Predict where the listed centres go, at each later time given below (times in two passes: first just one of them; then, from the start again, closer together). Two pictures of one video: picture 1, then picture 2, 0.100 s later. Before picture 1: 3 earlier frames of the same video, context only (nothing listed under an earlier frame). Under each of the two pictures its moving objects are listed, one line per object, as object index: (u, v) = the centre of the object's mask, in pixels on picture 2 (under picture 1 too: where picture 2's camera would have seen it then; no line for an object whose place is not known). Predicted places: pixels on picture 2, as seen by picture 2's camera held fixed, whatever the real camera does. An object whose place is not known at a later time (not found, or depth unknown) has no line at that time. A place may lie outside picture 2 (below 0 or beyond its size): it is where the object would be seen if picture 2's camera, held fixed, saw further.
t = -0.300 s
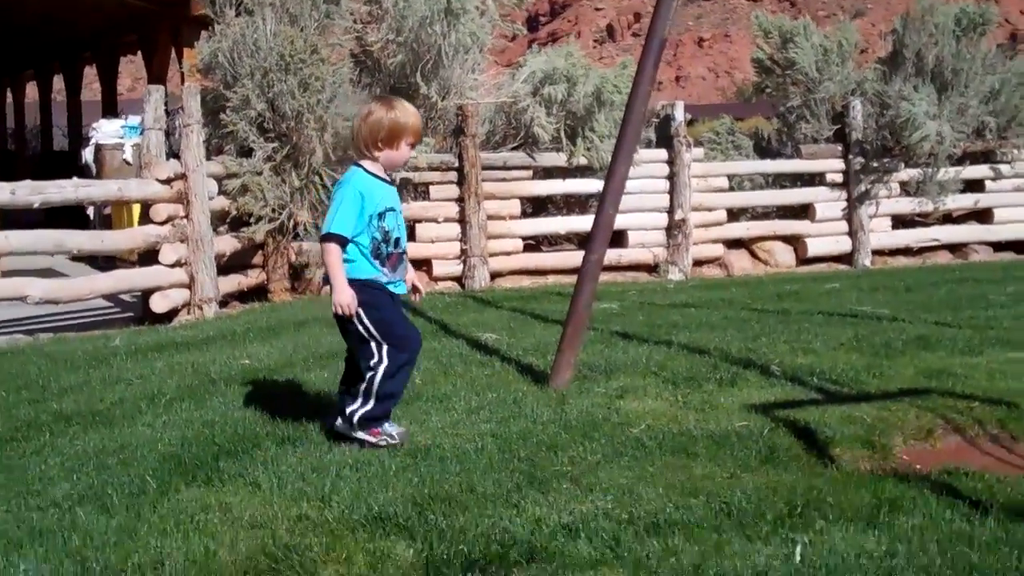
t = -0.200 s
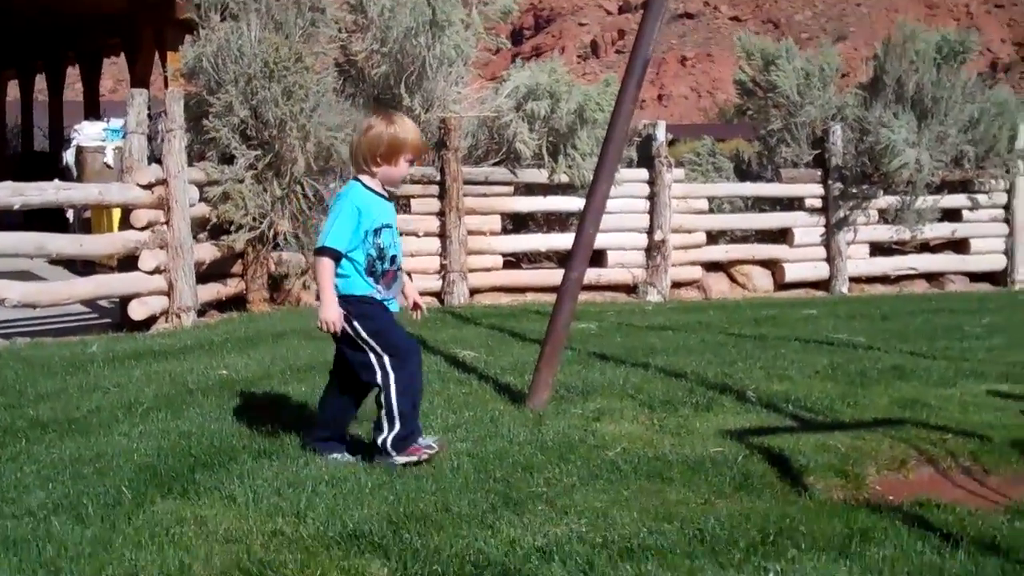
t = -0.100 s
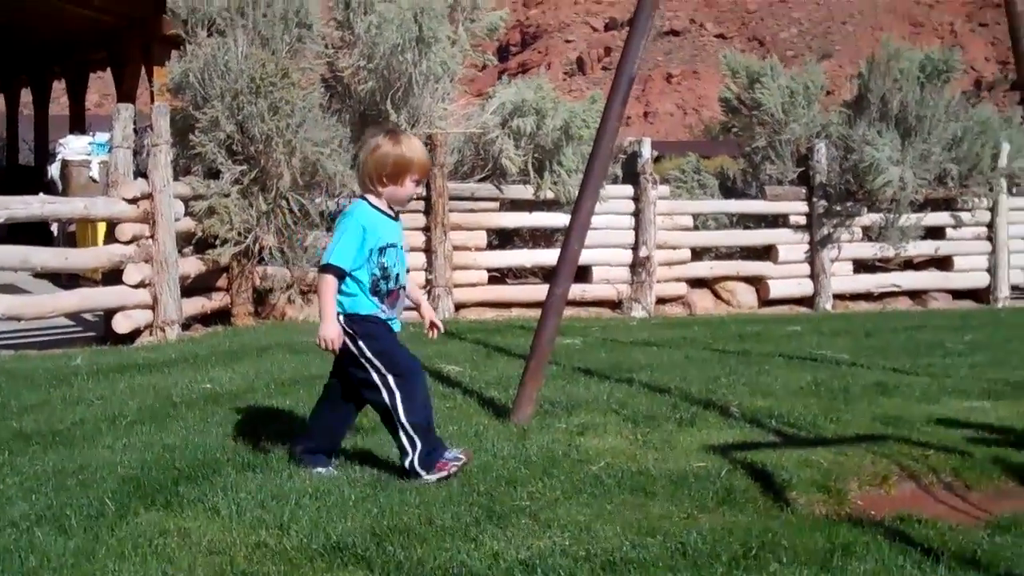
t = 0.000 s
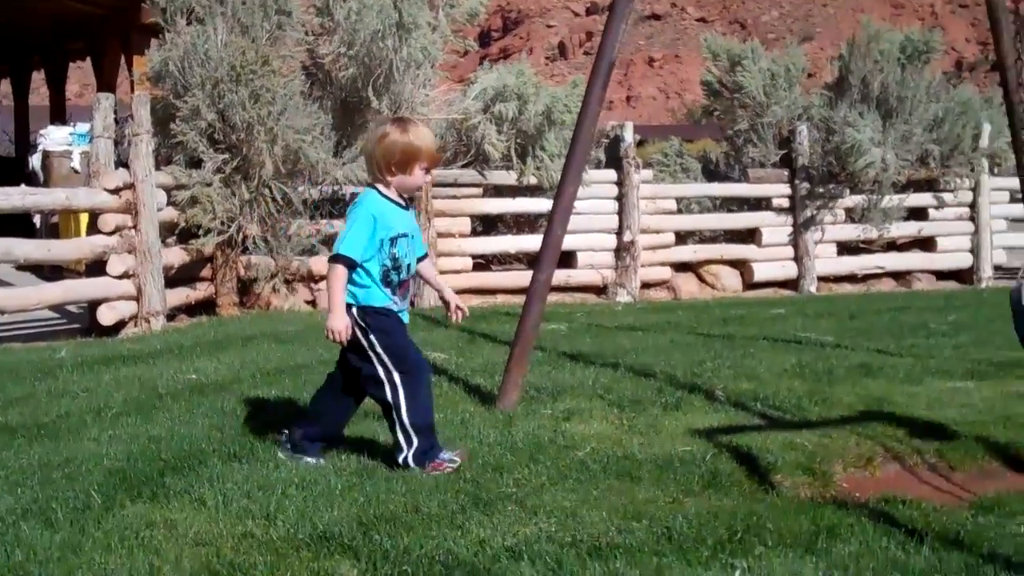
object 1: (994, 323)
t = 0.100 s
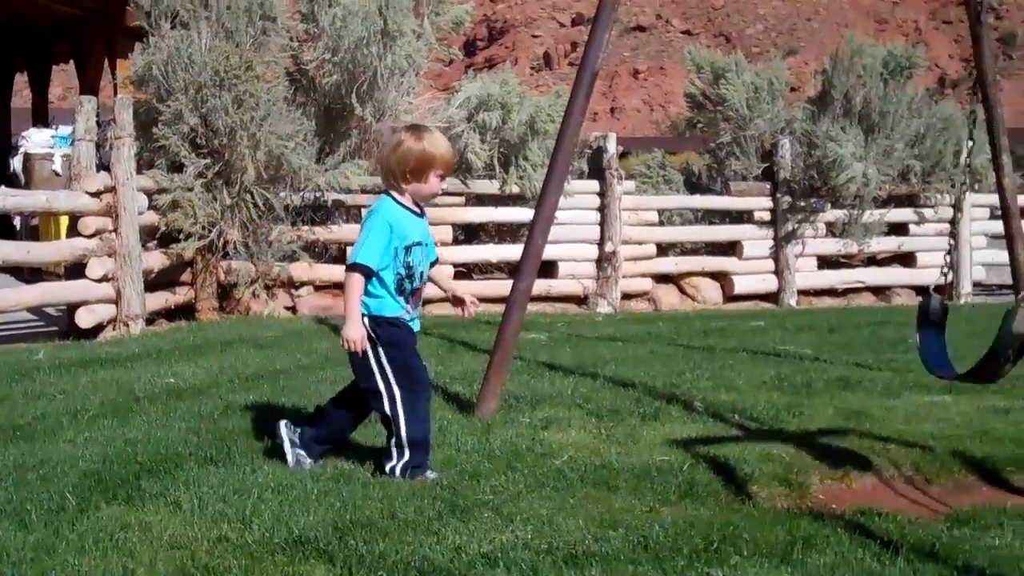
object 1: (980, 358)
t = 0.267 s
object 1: (872, 326)
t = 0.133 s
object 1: (961, 350)
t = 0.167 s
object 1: (938, 347)
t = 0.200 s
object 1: (918, 340)
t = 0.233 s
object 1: (897, 336)
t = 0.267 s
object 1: (872, 326)
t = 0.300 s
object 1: (851, 311)
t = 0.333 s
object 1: (834, 301)
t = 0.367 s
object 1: (818, 287)
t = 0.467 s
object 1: (772, 251)
